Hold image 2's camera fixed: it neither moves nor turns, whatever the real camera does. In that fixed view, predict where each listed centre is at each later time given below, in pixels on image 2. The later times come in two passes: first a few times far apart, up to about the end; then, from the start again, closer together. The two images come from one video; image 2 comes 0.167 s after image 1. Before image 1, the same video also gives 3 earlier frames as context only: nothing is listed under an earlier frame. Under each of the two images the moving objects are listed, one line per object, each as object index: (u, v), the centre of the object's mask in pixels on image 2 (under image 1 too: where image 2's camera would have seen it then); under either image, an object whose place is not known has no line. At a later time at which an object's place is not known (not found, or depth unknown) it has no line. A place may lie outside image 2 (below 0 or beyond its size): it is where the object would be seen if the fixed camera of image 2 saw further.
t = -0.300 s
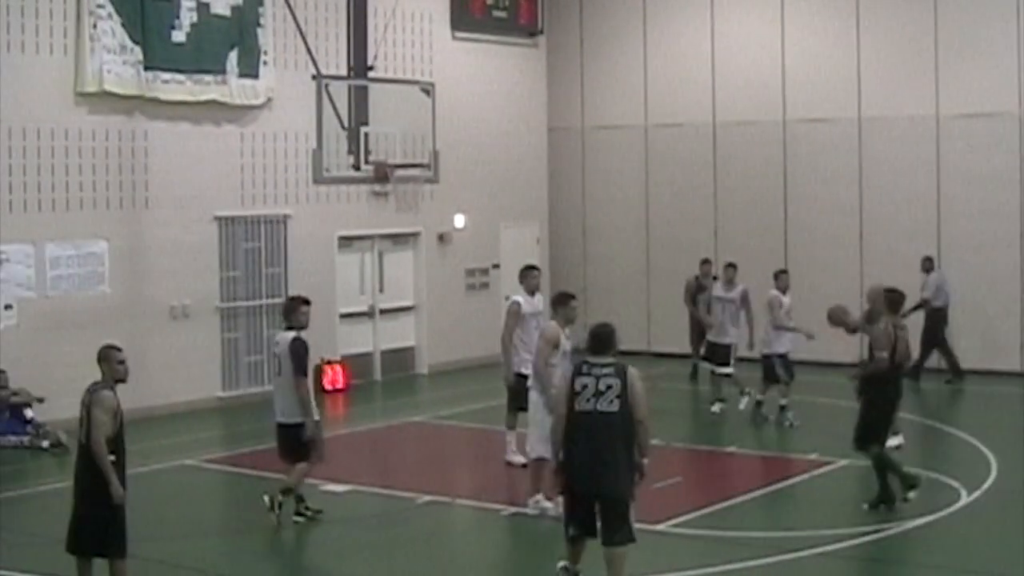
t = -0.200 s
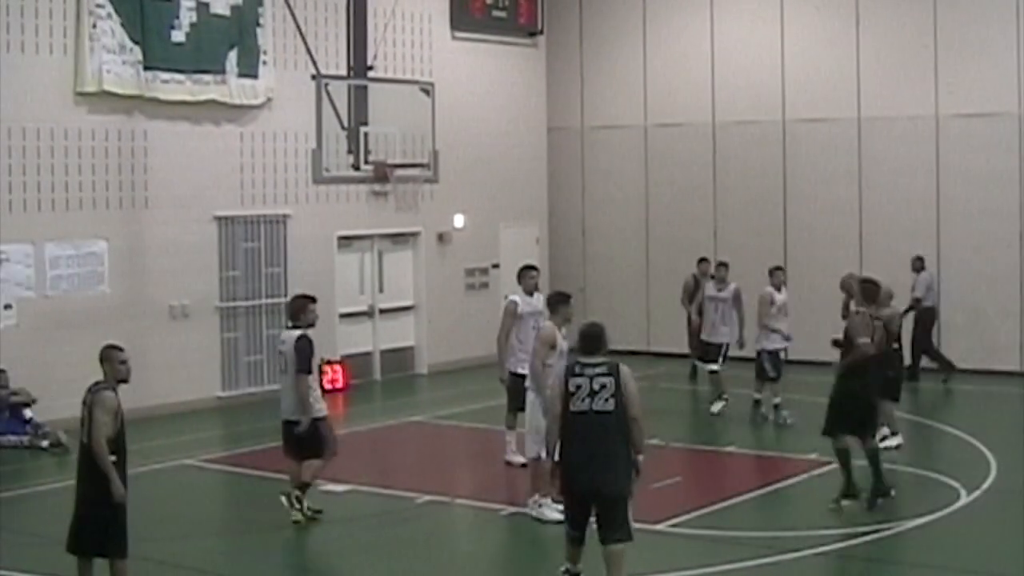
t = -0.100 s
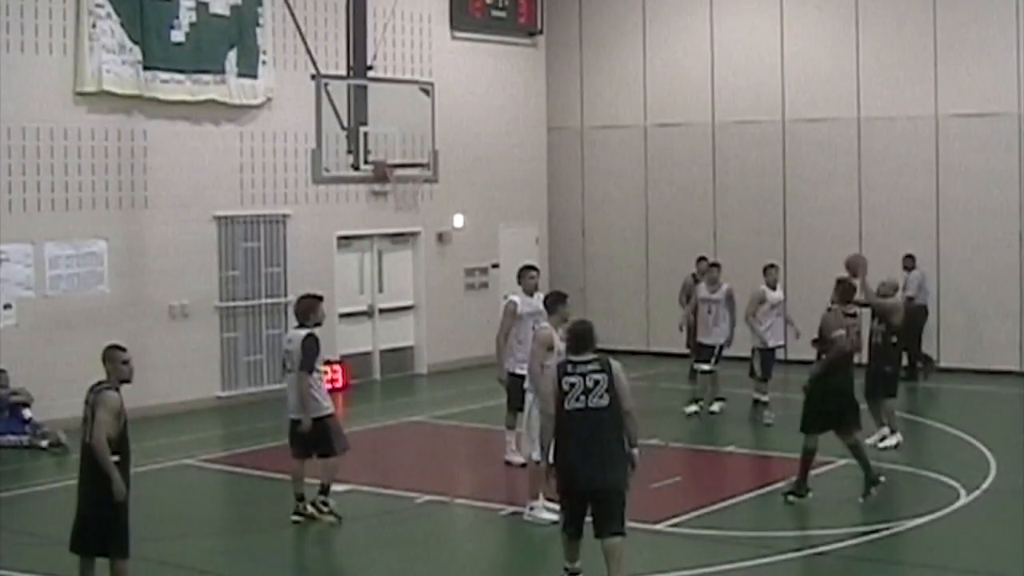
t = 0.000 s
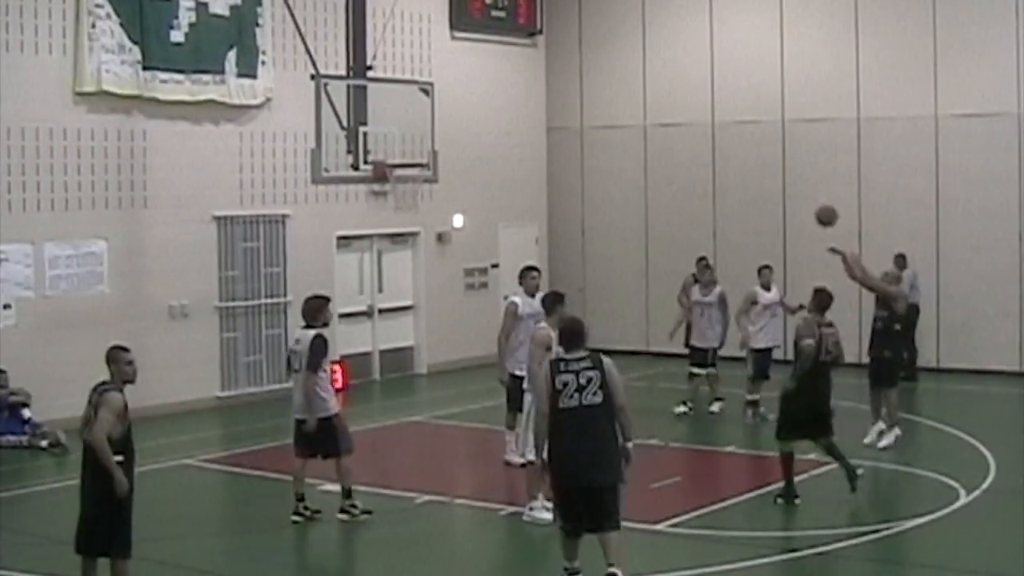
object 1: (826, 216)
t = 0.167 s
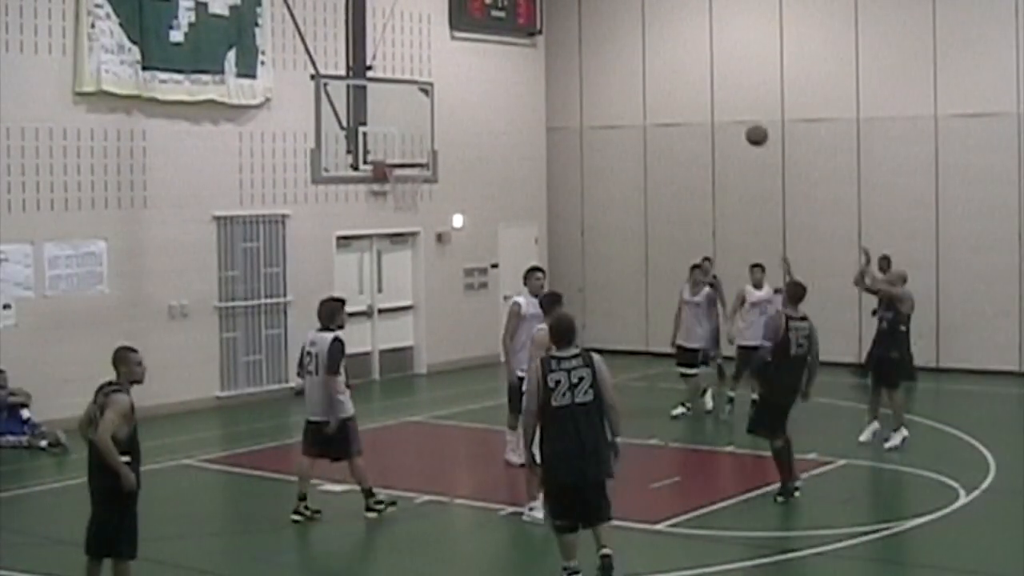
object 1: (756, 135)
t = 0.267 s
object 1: (716, 99)
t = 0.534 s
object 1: (608, 50)
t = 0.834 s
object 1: (492, 75)
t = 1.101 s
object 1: (395, 163)
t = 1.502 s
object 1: (431, 189)
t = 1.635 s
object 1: (427, 219)
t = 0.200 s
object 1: (743, 122)
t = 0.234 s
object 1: (729, 110)
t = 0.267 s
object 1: (716, 99)
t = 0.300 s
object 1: (702, 89)
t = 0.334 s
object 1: (688, 81)
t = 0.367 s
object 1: (675, 73)
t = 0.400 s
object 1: (661, 67)
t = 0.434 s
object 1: (648, 61)
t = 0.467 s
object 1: (635, 57)
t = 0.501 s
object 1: (622, 53)
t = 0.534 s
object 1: (608, 50)
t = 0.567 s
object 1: (596, 50)
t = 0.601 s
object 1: (582, 49)
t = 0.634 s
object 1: (569, 50)
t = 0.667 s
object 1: (556, 51)
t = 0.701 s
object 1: (543, 54)
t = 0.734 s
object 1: (530, 57)
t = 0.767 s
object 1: (517, 63)
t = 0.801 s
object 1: (505, 68)
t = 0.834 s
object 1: (492, 75)
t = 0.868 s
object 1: (479, 82)
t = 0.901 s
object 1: (466, 91)
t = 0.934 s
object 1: (454, 101)
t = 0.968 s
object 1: (442, 111)
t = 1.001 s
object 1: (429, 124)
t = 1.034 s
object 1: (417, 136)
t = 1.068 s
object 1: (404, 149)
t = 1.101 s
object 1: (395, 163)
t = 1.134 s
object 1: (407, 172)
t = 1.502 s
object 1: (431, 189)
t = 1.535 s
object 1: (430, 195)
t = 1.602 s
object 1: (428, 210)
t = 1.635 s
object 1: (427, 219)
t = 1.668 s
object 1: (426, 230)
